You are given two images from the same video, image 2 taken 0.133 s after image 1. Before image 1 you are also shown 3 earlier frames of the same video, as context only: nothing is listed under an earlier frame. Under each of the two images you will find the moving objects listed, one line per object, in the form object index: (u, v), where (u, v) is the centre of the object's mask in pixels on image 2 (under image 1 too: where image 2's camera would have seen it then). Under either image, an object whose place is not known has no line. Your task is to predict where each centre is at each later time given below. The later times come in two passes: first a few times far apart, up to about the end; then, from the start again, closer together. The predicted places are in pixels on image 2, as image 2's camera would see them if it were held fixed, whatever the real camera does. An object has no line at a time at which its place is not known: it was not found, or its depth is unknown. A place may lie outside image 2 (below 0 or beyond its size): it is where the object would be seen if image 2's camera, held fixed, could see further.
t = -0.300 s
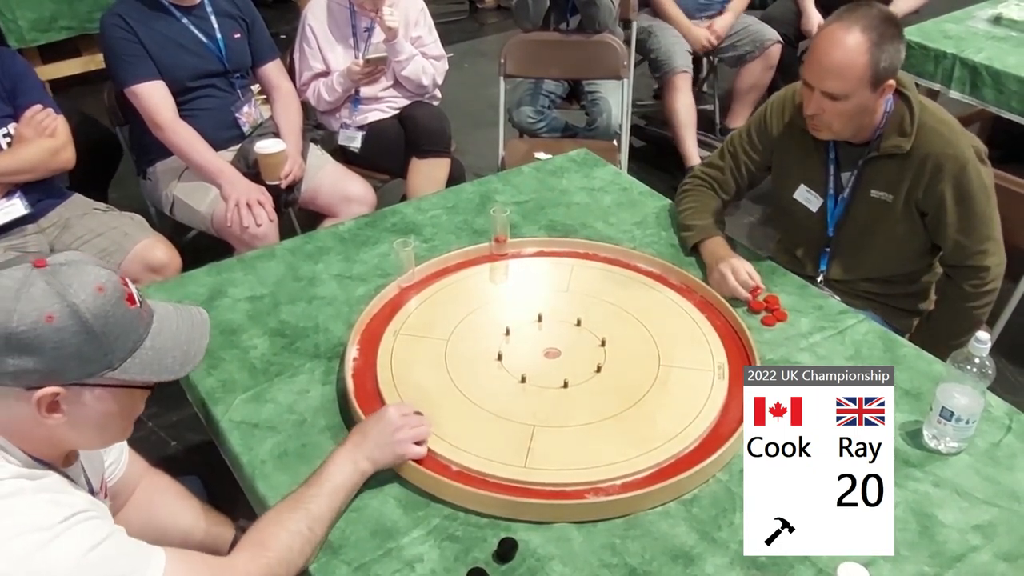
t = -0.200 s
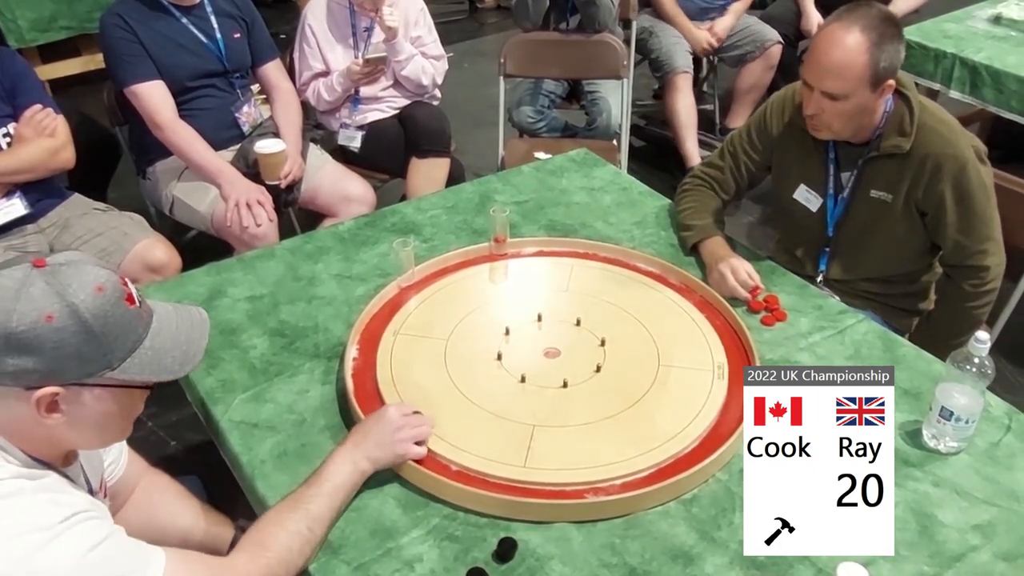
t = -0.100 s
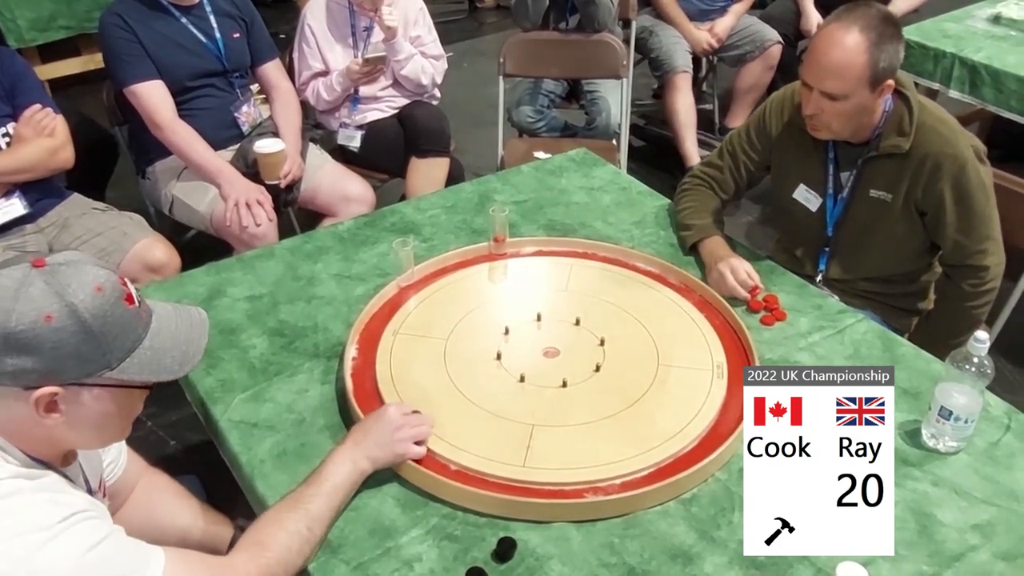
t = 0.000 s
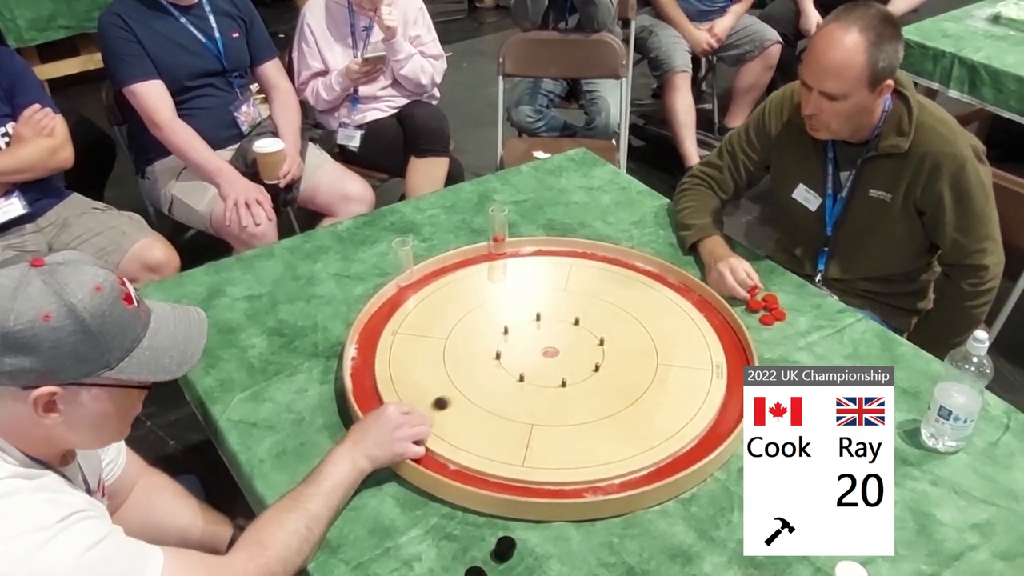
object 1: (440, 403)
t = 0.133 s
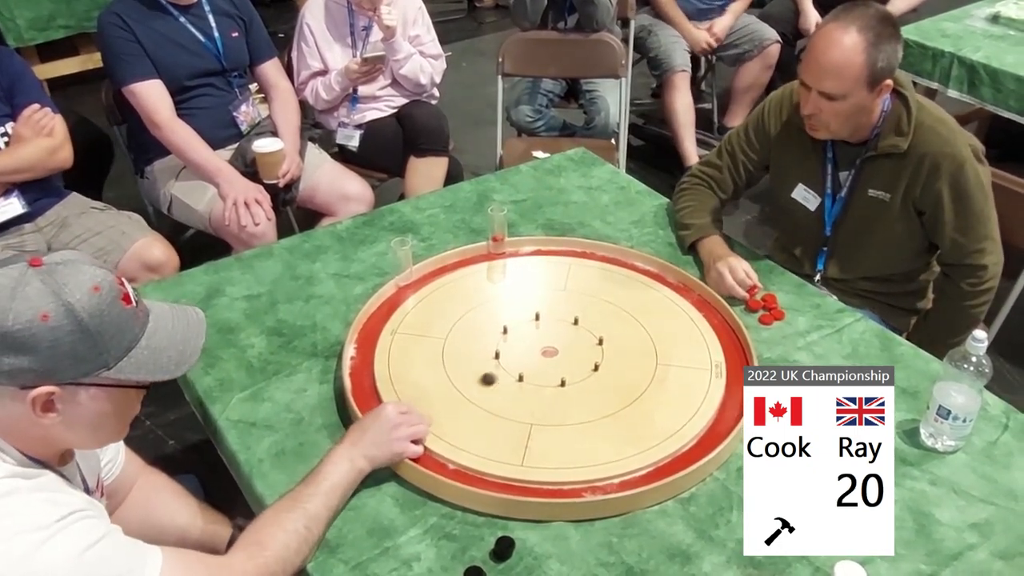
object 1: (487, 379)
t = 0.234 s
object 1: (519, 363)
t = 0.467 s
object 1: (546, 350)
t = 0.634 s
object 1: (547, 350)
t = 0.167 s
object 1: (498, 374)
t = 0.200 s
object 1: (509, 369)
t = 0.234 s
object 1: (519, 363)
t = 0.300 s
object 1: (543, 353)
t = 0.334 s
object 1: (547, 351)
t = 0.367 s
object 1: (549, 350)
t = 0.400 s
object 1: (548, 349)
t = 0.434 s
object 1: (546, 350)
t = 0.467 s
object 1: (546, 350)
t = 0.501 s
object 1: (546, 350)
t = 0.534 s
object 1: (546, 350)
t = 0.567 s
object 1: (546, 350)
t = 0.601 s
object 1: (546, 350)
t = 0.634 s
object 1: (547, 350)
